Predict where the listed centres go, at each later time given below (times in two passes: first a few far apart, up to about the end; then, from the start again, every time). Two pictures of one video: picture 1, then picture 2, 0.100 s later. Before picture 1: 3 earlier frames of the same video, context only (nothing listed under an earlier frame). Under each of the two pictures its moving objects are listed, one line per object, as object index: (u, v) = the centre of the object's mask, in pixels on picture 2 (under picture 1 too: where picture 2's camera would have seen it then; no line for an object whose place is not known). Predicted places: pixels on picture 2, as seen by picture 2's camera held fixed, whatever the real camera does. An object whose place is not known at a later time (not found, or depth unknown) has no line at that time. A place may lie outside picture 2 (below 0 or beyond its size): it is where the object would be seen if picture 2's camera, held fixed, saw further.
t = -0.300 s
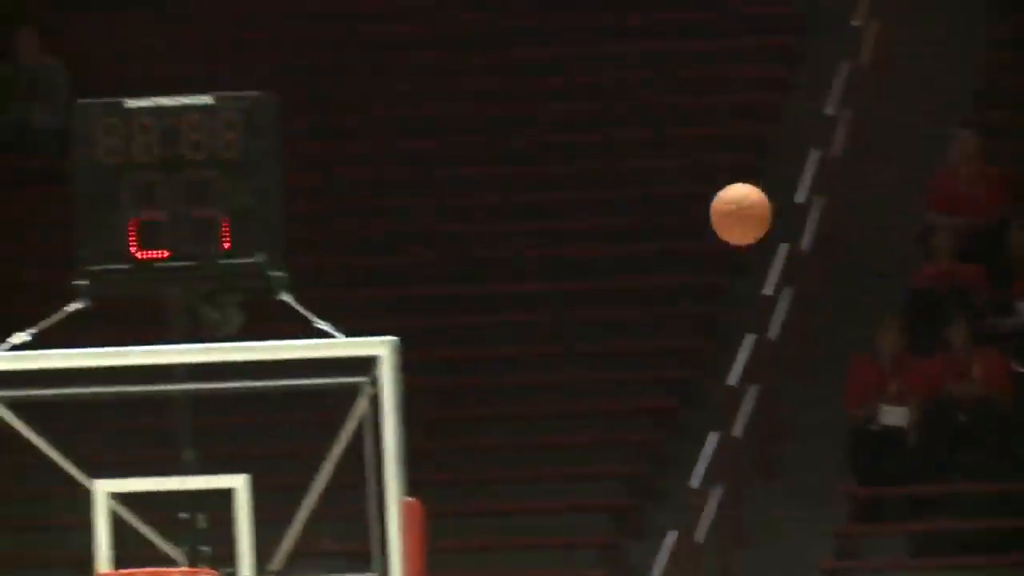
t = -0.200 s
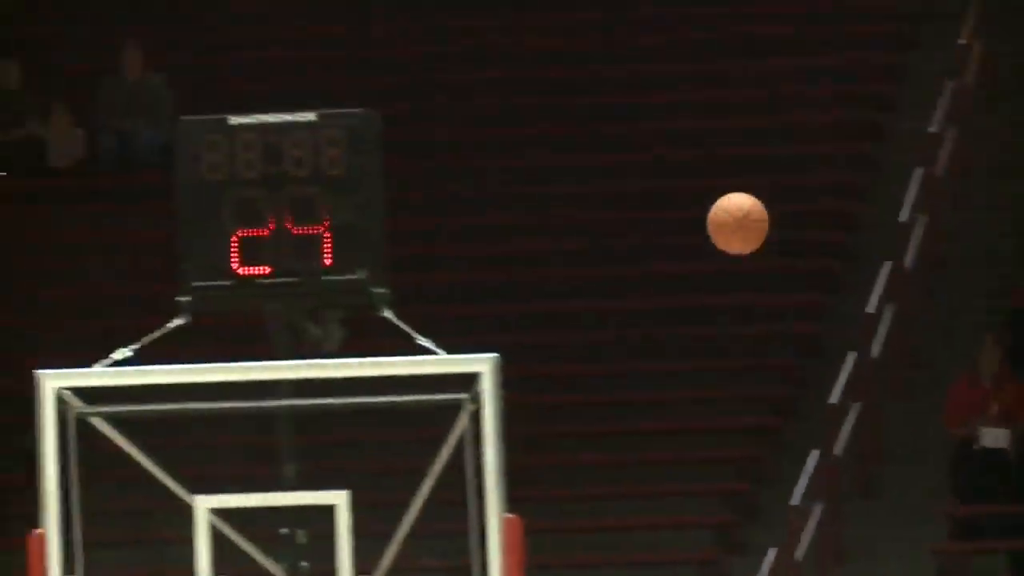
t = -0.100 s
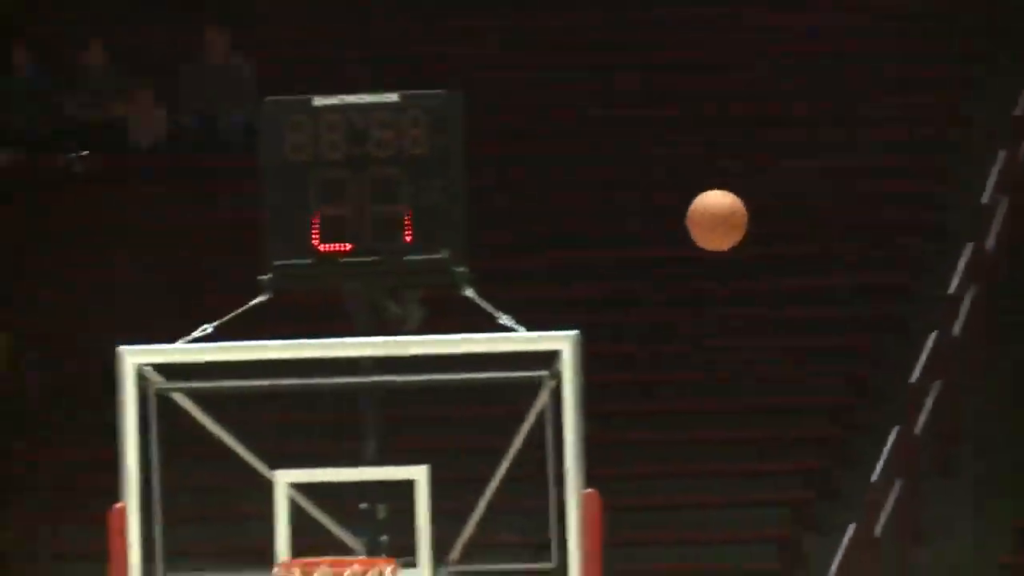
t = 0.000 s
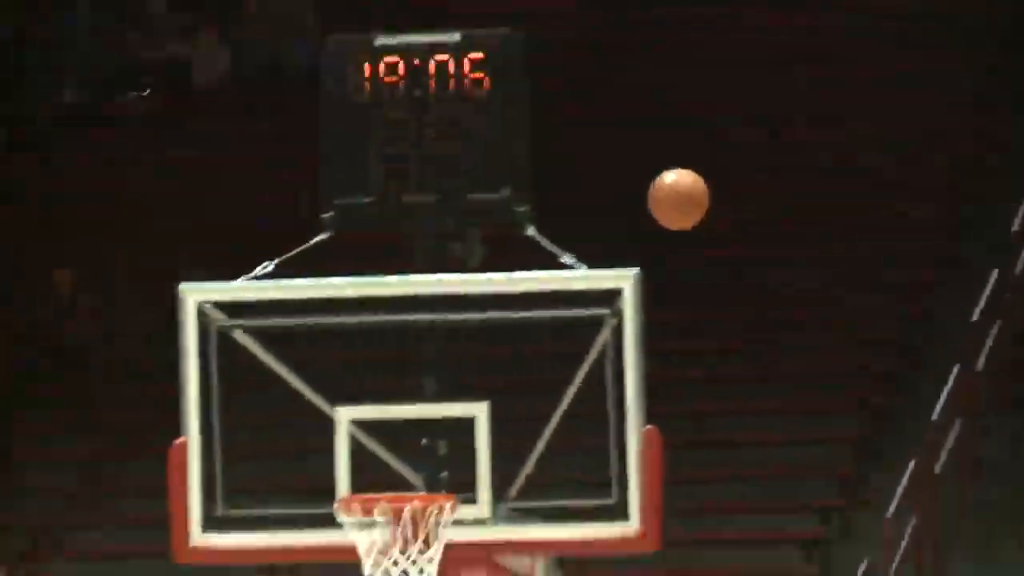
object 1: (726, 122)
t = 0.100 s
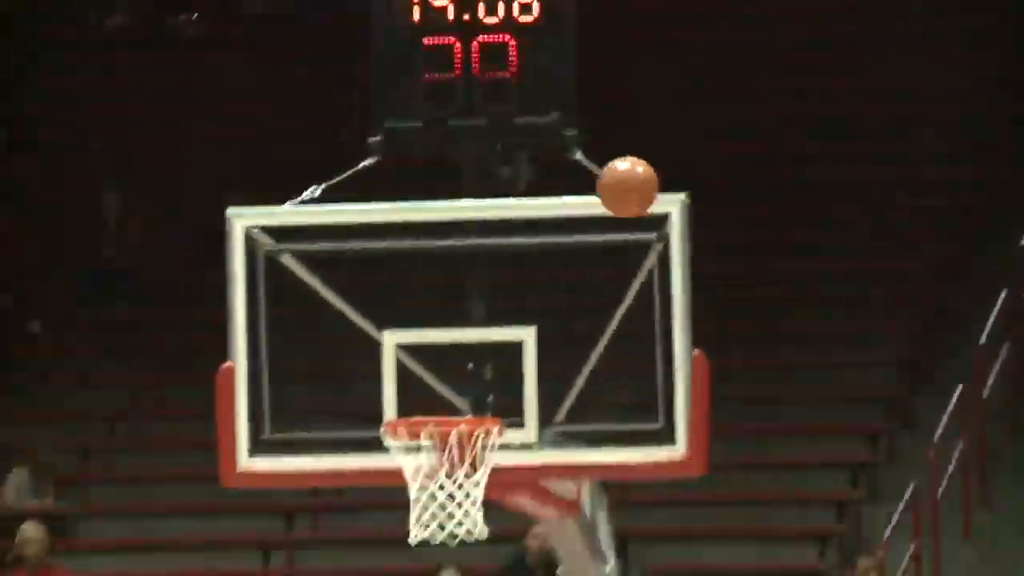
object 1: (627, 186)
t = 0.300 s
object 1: (435, 385)
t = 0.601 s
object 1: (412, 450)
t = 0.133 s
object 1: (595, 214)
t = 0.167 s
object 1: (563, 243)
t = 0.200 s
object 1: (531, 274)
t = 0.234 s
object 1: (499, 308)
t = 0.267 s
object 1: (467, 345)
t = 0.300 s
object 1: (435, 385)
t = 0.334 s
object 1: (418, 409)
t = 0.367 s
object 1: (421, 407)
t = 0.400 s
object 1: (442, 407)
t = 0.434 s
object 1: (468, 409)
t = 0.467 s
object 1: (468, 407)
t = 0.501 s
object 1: (463, 430)
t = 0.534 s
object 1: (446, 433)
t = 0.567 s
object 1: (424, 437)
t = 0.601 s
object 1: (412, 450)
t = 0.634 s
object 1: (404, 457)
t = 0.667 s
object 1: (398, 467)
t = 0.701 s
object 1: (399, 464)
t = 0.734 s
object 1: (402, 468)
